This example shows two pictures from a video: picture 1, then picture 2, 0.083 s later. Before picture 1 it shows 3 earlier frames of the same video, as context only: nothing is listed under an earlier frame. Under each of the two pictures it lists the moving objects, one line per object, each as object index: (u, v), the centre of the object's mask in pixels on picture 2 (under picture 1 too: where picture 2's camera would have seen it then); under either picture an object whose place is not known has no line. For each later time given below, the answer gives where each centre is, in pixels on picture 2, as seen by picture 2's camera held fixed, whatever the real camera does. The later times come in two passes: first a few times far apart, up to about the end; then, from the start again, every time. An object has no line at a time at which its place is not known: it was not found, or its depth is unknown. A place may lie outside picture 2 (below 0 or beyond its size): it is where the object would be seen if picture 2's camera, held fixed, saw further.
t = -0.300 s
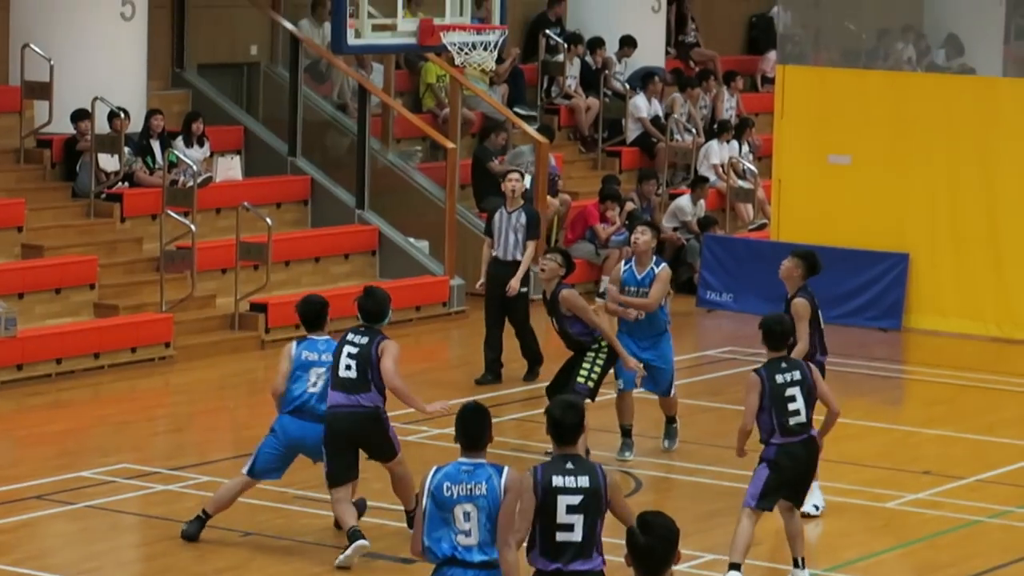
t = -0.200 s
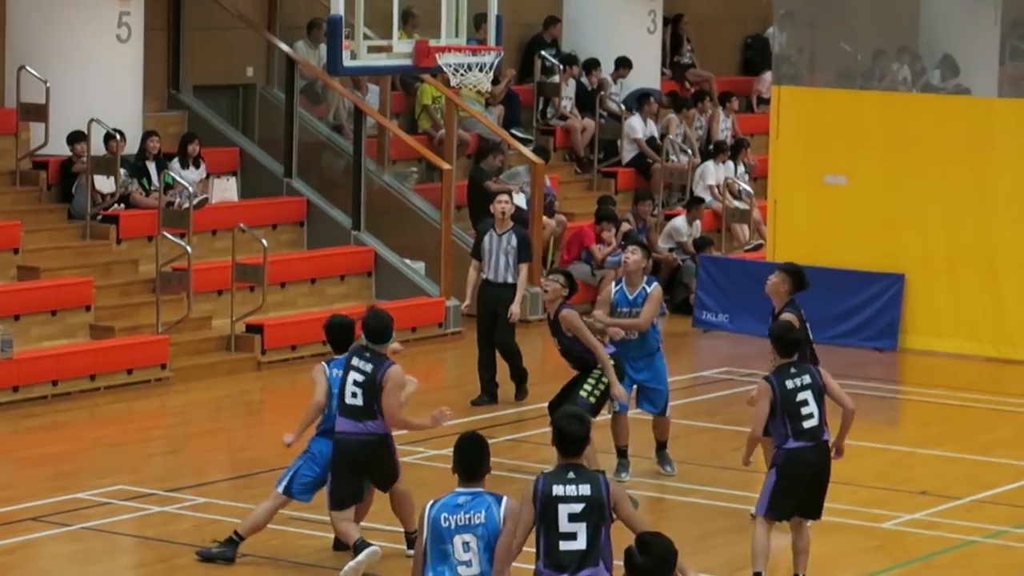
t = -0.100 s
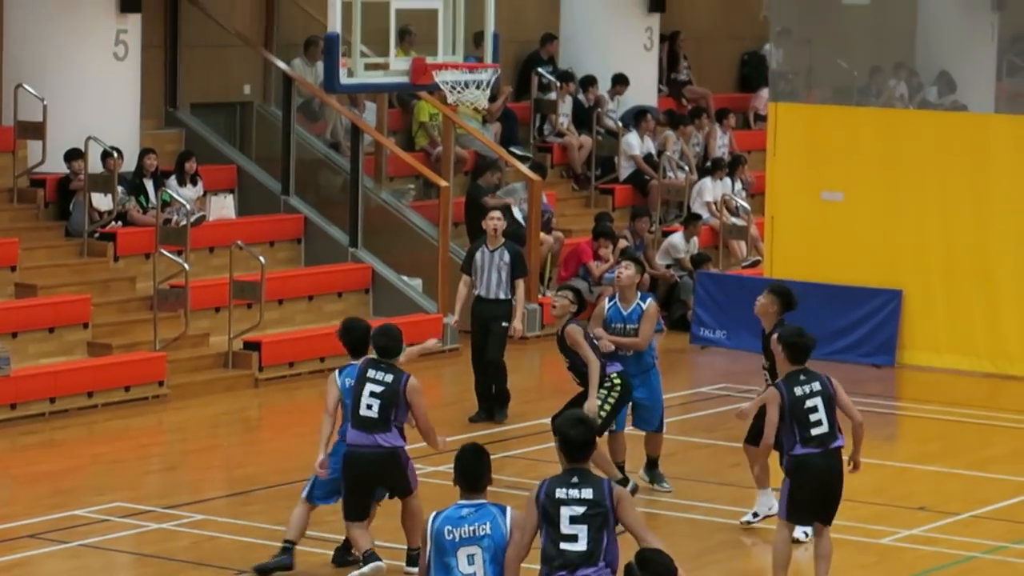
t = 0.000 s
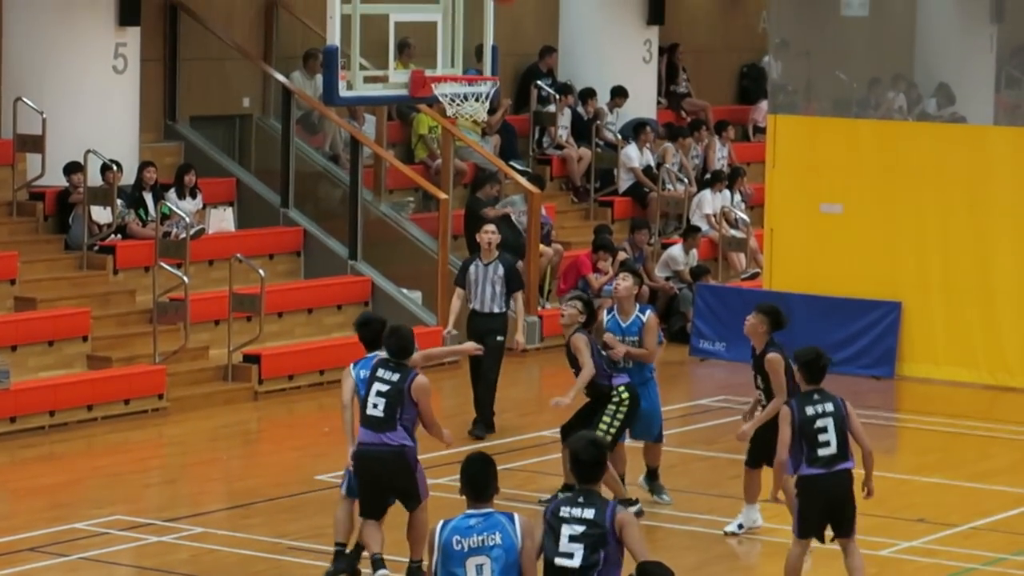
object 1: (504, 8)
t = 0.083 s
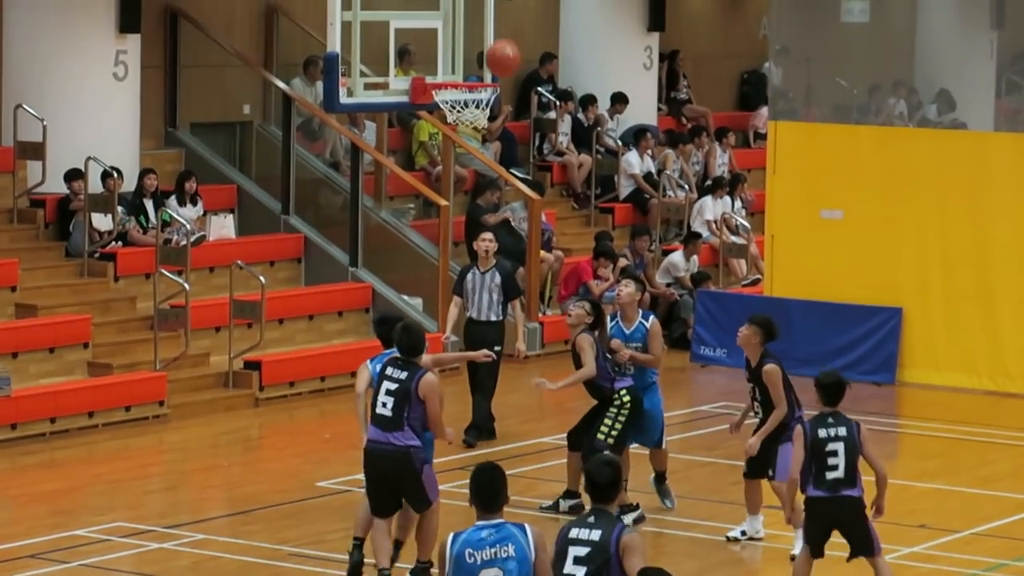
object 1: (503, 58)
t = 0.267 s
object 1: (541, 30)
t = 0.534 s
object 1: (600, 45)
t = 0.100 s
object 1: (503, 70)
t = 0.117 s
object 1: (507, 65)
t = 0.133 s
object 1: (511, 60)
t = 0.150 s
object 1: (515, 55)
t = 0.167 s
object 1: (519, 50)
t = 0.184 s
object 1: (522, 45)
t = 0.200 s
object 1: (526, 41)
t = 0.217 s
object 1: (530, 38)
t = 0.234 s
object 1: (533, 34)
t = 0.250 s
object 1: (537, 32)
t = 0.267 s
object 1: (541, 30)
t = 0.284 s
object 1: (545, 27)
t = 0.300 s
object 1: (549, 26)
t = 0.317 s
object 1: (553, 25)
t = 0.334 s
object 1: (557, 24)
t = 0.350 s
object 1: (560, 23)
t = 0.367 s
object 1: (565, 23)
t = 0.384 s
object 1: (568, 24)
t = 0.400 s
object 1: (572, 25)
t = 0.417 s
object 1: (575, 25)
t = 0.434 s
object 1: (579, 27)
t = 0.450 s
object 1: (583, 30)
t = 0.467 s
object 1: (586, 32)
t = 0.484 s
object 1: (590, 35)
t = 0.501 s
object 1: (593, 38)
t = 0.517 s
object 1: (597, 41)
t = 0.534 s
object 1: (600, 45)
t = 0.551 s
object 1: (604, 49)
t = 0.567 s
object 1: (607, 54)
